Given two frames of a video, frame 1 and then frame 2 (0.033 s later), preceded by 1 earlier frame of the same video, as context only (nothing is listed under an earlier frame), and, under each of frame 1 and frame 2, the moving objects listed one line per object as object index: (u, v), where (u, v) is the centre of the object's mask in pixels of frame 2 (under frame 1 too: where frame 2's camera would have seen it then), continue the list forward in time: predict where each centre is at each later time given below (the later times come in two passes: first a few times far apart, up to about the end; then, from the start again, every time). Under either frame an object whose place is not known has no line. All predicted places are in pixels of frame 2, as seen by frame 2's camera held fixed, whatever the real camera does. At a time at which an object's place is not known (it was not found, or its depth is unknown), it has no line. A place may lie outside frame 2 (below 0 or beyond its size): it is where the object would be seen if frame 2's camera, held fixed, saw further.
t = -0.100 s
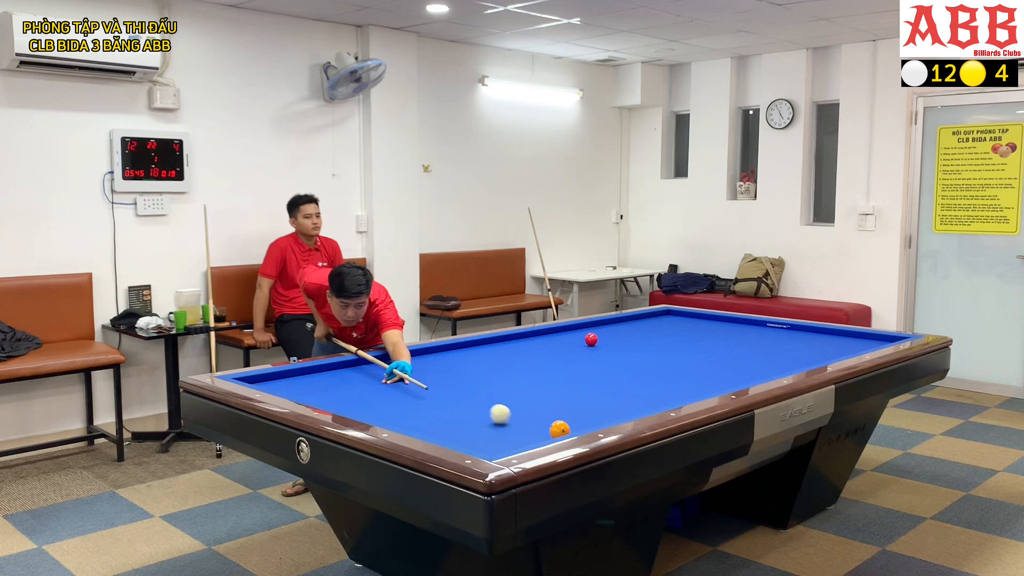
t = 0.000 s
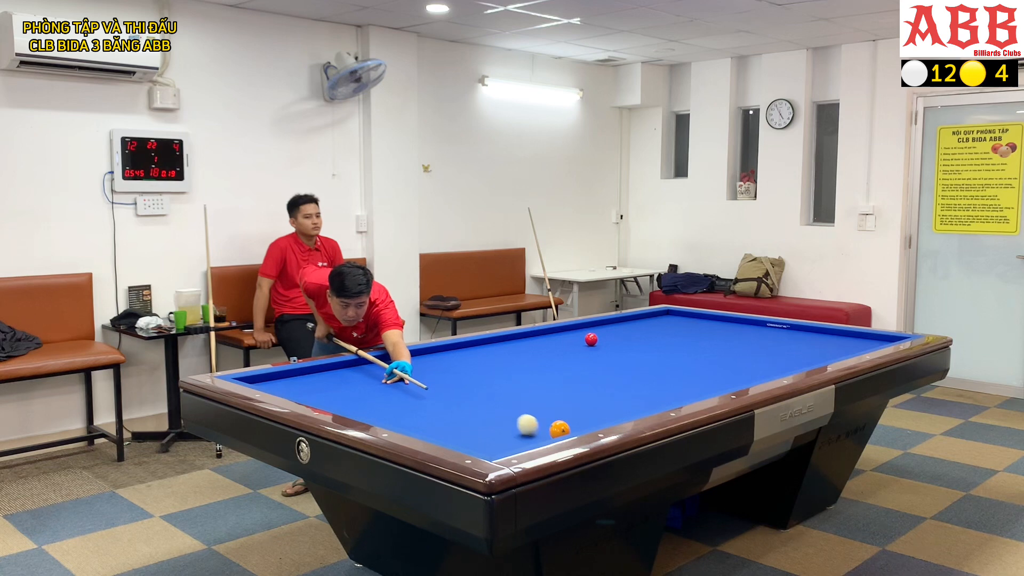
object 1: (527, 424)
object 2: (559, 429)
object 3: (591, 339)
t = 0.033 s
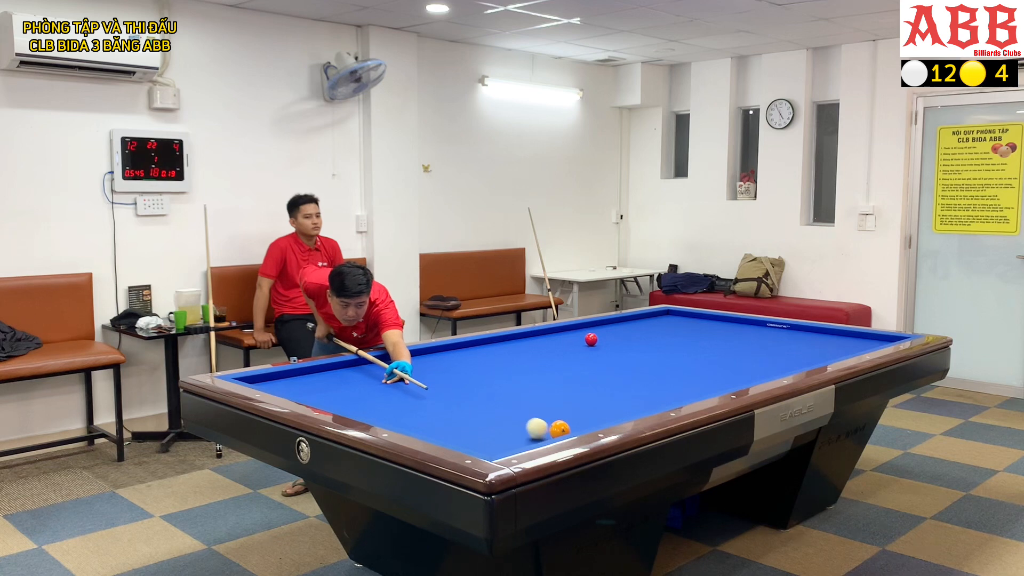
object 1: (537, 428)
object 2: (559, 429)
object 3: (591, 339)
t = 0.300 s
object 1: (483, 444)
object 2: (562, 421)
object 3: (591, 339)
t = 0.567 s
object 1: (471, 429)
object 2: (550, 410)
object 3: (591, 339)
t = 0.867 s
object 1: (472, 409)
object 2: (538, 399)
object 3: (591, 339)
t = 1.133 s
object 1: (473, 395)
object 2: (529, 391)
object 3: (591, 339)
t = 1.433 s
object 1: (474, 381)
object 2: (520, 382)
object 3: (591, 339)
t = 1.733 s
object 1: (474, 369)
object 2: (512, 375)
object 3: (591, 339)
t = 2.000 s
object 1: (474, 359)
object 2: (505, 369)
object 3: (591, 339)
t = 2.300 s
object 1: (475, 350)
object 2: (499, 363)
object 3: (591, 339)
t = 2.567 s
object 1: (475, 343)
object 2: (493, 358)
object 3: (591, 339)
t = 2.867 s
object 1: (504, 341)
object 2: (488, 353)
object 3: (591, 339)
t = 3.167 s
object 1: (535, 340)
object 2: (483, 348)
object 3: (591, 339)
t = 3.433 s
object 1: (562, 340)
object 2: (479, 344)
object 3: (591, 339)
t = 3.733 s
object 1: (581, 339)
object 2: (481, 342)
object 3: (601, 339)
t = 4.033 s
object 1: (587, 339)
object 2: (494, 342)
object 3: (620, 339)
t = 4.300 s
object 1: (592, 338)
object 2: (504, 343)
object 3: (635, 339)
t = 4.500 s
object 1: (596, 338)
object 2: (512, 343)
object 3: (647, 339)
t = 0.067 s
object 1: (538, 432)
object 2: (568, 428)
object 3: (591, 339)
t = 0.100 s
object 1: (537, 434)
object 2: (572, 427)
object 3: (591, 339)
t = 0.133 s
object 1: (536, 436)
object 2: (570, 426)
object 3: (591, 339)
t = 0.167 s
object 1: (533, 438)
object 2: (568, 425)
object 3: (591, 339)
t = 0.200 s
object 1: (520, 441)
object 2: (567, 425)
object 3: (591, 339)
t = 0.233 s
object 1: (507, 442)
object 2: (565, 423)
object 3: (591, 339)
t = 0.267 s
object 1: (494, 444)
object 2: (563, 422)
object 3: (591, 339)
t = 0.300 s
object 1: (483, 444)
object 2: (562, 421)
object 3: (591, 339)
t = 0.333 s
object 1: (472, 444)
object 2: (560, 419)
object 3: (591, 339)
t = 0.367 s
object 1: (468, 442)
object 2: (559, 418)
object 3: (591, 339)
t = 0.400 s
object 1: (469, 441)
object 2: (557, 416)
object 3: (591, 339)
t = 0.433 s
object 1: (470, 439)
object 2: (556, 415)
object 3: (591, 339)
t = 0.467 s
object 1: (471, 436)
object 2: (554, 414)
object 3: (591, 339)
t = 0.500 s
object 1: (471, 434)
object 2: (553, 412)
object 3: (591, 339)
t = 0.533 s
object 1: (471, 431)
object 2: (552, 411)
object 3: (591, 339)
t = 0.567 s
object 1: (471, 429)
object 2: (550, 410)
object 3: (591, 339)
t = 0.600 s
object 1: (471, 426)
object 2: (549, 409)
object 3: (591, 339)
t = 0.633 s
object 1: (471, 424)
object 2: (547, 407)
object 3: (591, 339)
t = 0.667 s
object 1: (471, 422)
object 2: (546, 406)
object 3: (591, 339)
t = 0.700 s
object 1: (471, 420)
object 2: (545, 405)
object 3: (591, 339)
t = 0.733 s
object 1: (472, 417)
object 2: (543, 404)
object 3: (591, 339)
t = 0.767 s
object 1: (472, 415)
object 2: (542, 403)
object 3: (591, 339)
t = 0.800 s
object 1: (472, 413)
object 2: (541, 402)
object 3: (591, 339)
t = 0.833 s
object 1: (472, 411)
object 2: (540, 401)
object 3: (591, 339)
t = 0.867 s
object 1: (472, 409)
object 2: (538, 399)
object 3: (591, 339)
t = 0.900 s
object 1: (472, 407)
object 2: (537, 398)
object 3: (591, 339)
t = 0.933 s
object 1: (472, 405)
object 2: (536, 397)
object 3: (591, 339)
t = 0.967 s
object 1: (472, 404)
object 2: (535, 396)
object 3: (591, 339)
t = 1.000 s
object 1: (472, 402)
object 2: (534, 395)
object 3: (591, 339)
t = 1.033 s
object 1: (472, 400)
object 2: (532, 394)
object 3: (591, 339)
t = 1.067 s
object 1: (473, 398)
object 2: (531, 393)
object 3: (591, 339)
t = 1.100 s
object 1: (473, 396)
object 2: (530, 392)
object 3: (591, 339)
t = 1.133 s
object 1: (473, 395)
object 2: (529, 391)
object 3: (591, 339)
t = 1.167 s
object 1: (473, 393)
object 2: (528, 390)
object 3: (591, 339)
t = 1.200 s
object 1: (473, 391)
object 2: (527, 389)
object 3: (591, 339)
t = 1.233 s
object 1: (473, 390)
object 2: (526, 388)
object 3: (591, 339)
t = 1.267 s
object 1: (473, 388)
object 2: (525, 387)
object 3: (591, 339)
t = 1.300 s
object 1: (473, 387)
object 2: (524, 386)
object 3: (591, 339)
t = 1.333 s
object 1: (473, 385)
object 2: (523, 385)
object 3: (591, 339)
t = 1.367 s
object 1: (473, 384)
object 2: (522, 384)
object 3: (591, 339)
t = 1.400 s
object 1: (473, 382)
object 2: (521, 383)
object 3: (591, 339)
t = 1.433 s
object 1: (474, 381)
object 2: (520, 382)
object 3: (591, 339)
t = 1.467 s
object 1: (474, 379)
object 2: (519, 382)
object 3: (591, 339)
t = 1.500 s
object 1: (474, 378)
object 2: (518, 381)
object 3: (591, 339)
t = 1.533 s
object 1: (474, 376)
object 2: (517, 380)
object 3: (591, 339)
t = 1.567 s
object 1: (474, 375)
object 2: (516, 379)
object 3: (591, 339)
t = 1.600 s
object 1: (474, 374)
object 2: (515, 378)
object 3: (591, 339)
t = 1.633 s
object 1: (474, 372)
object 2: (514, 377)
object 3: (591, 339)
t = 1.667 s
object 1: (474, 371)
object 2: (513, 376)
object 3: (591, 339)
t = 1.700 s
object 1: (474, 370)
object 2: (512, 376)
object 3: (591, 339)
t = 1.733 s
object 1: (474, 369)
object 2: (512, 375)
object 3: (591, 339)
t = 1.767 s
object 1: (474, 367)
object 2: (511, 374)
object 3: (591, 339)
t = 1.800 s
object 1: (474, 366)
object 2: (510, 373)
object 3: (591, 339)
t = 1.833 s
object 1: (474, 365)
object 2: (509, 373)
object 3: (591, 339)
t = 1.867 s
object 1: (474, 364)
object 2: (508, 372)
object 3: (591, 339)
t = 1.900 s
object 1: (474, 363)
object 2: (508, 371)
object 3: (591, 339)
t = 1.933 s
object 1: (474, 362)
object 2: (507, 370)
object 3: (591, 339)
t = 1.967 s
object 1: (474, 361)
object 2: (506, 370)
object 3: (591, 339)
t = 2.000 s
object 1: (474, 359)
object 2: (505, 369)
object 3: (591, 339)
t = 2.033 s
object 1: (475, 359)
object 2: (504, 368)
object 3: (591, 339)
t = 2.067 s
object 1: (475, 357)
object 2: (504, 368)
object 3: (591, 339)
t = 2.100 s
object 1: (475, 356)
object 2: (503, 367)
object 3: (591, 339)
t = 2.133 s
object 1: (475, 355)
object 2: (502, 366)
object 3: (591, 339)
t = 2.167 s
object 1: (475, 354)
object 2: (501, 366)
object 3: (591, 339)
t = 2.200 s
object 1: (475, 353)
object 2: (501, 365)
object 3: (591, 339)
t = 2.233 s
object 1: (475, 352)
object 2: (500, 364)
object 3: (591, 339)
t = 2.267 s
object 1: (475, 351)
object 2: (499, 364)
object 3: (591, 339)
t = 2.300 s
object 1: (475, 350)
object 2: (499, 363)
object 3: (591, 339)
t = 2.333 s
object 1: (475, 349)
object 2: (498, 362)
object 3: (591, 339)
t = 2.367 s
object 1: (475, 348)
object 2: (497, 362)
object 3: (591, 339)
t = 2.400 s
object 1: (475, 347)
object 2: (497, 361)
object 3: (591, 339)
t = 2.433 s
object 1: (475, 346)
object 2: (496, 360)
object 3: (591, 339)
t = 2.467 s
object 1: (475, 346)
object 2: (495, 360)
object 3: (591, 339)
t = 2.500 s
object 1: (475, 345)
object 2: (495, 359)
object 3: (591, 339)
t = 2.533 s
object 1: (475, 344)
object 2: (494, 359)
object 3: (591, 339)
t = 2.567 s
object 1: (475, 343)
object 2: (493, 358)
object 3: (591, 339)
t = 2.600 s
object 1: (475, 342)
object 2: (493, 357)
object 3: (591, 339)
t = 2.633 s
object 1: (478, 342)
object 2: (492, 357)
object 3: (591, 339)
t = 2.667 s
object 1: (481, 342)
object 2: (491, 356)
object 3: (591, 339)
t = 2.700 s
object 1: (485, 342)
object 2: (491, 355)
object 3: (591, 339)
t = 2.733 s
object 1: (489, 341)
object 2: (490, 355)
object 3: (591, 339)
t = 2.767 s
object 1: (493, 341)
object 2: (490, 354)
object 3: (591, 339)
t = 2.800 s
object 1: (496, 341)
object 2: (489, 354)
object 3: (591, 339)
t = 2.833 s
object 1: (500, 341)
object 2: (489, 353)
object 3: (591, 339)
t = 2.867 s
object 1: (504, 341)
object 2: (488, 353)
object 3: (591, 339)
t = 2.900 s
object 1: (507, 341)
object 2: (487, 352)
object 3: (591, 339)
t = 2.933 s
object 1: (511, 341)
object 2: (487, 352)
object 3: (591, 339)
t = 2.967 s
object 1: (514, 341)
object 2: (486, 351)
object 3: (591, 339)
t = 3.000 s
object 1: (518, 341)
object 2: (486, 351)
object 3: (591, 339)
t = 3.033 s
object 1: (521, 341)
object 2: (485, 350)
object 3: (591, 339)
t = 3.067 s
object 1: (525, 341)
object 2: (485, 350)
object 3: (591, 339)
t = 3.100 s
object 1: (528, 341)
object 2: (484, 349)
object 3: (591, 339)
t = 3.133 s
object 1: (532, 340)
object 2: (484, 349)
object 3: (591, 339)
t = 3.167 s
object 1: (535, 340)
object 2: (483, 348)
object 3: (591, 339)
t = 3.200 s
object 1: (538, 340)
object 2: (482, 348)
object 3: (591, 339)
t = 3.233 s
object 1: (542, 340)
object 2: (482, 347)
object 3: (591, 339)
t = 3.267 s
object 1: (545, 340)
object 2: (481, 347)
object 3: (591, 339)
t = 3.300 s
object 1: (549, 340)
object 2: (481, 346)
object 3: (591, 339)
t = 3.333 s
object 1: (552, 340)
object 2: (480, 346)
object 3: (591, 339)
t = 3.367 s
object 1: (555, 340)
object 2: (480, 345)
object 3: (591, 339)
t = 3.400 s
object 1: (559, 340)
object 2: (479, 345)
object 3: (591, 339)
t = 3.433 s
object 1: (562, 340)
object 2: (479, 344)
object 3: (591, 339)
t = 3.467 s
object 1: (565, 340)
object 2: (478, 344)
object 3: (591, 339)
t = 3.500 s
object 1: (569, 339)
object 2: (478, 343)
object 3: (591, 339)
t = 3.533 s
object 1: (572, 339)
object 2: (477, 343)
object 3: (591, 339)
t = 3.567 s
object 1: (575, 339)
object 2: (477, 343)
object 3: (591, 339)
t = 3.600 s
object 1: (578, 339)
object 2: (476, 342)
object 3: (591, 339)
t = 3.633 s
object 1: (579, 339)
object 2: (477, 342)
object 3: (594, 339)
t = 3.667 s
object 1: (579, 339)
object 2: (478, 342)
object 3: (597, 339)
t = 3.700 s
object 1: (580, 339)
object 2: (480, 342)
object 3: (599, 339)
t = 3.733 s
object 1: (581, 339)
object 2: (481, 342)
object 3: (601, 339)
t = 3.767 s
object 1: (582, 339)
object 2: (482, 342)
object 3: (603, 339)
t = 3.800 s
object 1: (582, 339)
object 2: (484, 342)
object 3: (605, 339)
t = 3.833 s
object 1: (583, 339)
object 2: (485, 342)
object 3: (607, 339)
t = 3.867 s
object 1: (584, 339)
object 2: (487, 342)
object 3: (609, 339)
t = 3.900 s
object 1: (584, 339)
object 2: (488, 342)
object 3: (612, 339)
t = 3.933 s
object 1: (585, 339)
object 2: (490, 342)
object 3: (614, 339)
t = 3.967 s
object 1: (586, 339)
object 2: (491, 342)
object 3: (616, 339)
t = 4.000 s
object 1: (587, 339)
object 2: (492, 342)
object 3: (618, 339)
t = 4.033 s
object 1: (587, 339)
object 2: (494, 342)
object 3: (620, 339)
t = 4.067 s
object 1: (588, 339)
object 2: (495, 342)
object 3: (622, 339)
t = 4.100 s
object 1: (589, 339)
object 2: (496, 342)
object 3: (624, 339)
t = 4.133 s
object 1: (589, 339)
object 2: (498, 343)
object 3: (626, 339)
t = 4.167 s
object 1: (590, 338)
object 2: (499, 343)
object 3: (628, 339)
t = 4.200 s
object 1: (590, 338)
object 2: (500, 343)
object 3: (630, 339)
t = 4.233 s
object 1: (591, 338)
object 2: (502, 343)
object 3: (632, 339)
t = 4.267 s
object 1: (592, 338)
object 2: (503, 343)
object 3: (634, 339)
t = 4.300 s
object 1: (592, 338)
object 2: (504, 343)
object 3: (635, 339)
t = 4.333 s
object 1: (593, 338)
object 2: (506, 343)
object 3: (637, 339)
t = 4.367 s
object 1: (594, 338)
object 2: (507, 343)
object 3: (639, 339)
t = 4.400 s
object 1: (594, 338)
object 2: (508, 343)
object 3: (641, 339)
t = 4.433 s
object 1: (595, 338)
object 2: (510, 343)
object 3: (643, 339)
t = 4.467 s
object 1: (595, 338)
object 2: (511, 343)
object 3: (645, 339)
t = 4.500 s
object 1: (596, 338)
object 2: (512, 343)
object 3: (647, 339)
